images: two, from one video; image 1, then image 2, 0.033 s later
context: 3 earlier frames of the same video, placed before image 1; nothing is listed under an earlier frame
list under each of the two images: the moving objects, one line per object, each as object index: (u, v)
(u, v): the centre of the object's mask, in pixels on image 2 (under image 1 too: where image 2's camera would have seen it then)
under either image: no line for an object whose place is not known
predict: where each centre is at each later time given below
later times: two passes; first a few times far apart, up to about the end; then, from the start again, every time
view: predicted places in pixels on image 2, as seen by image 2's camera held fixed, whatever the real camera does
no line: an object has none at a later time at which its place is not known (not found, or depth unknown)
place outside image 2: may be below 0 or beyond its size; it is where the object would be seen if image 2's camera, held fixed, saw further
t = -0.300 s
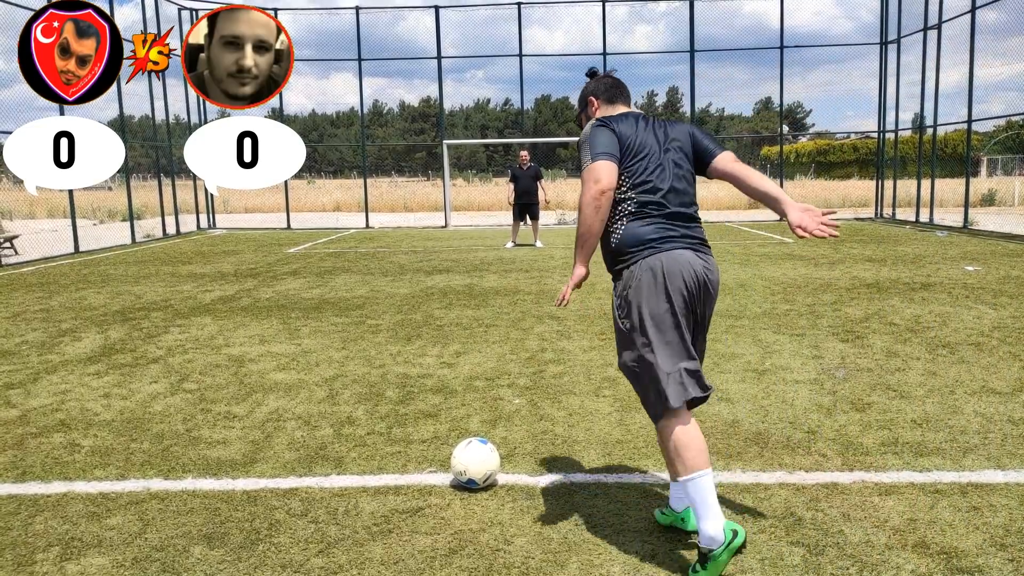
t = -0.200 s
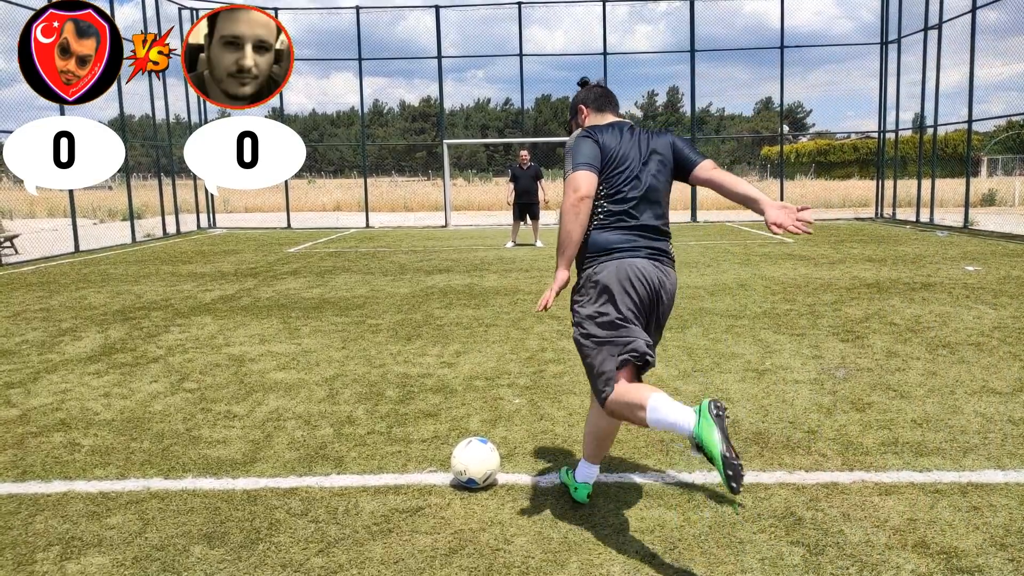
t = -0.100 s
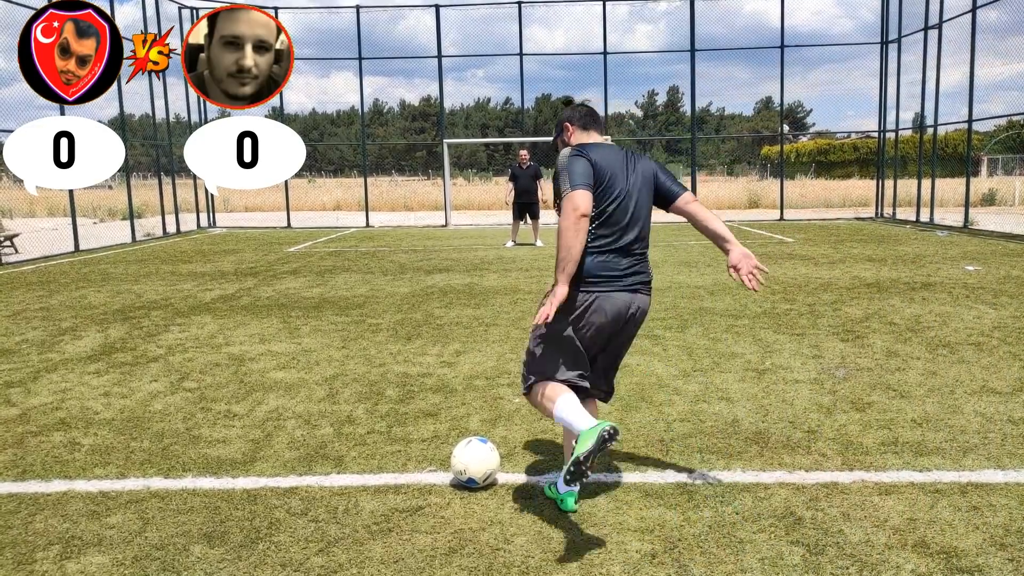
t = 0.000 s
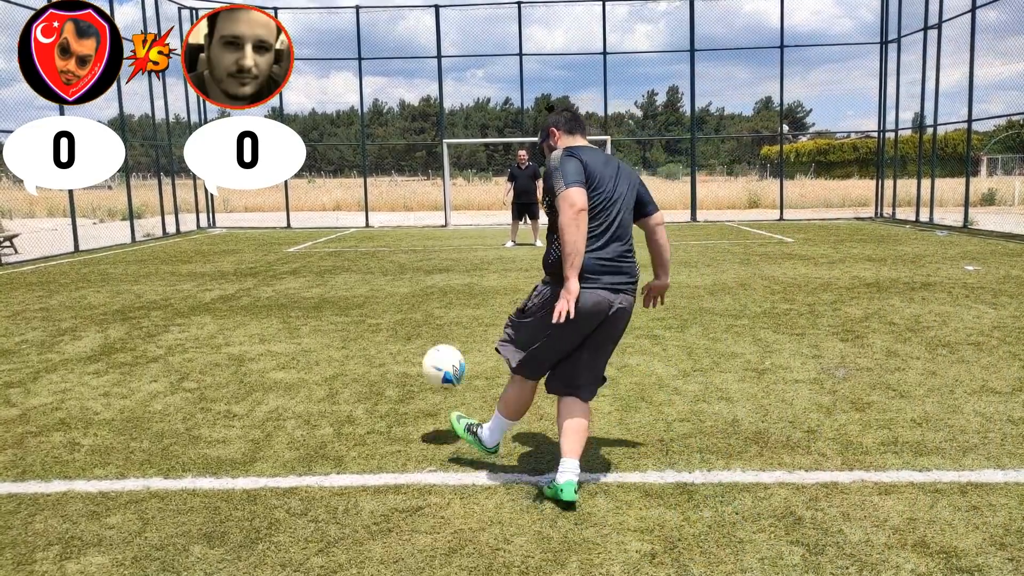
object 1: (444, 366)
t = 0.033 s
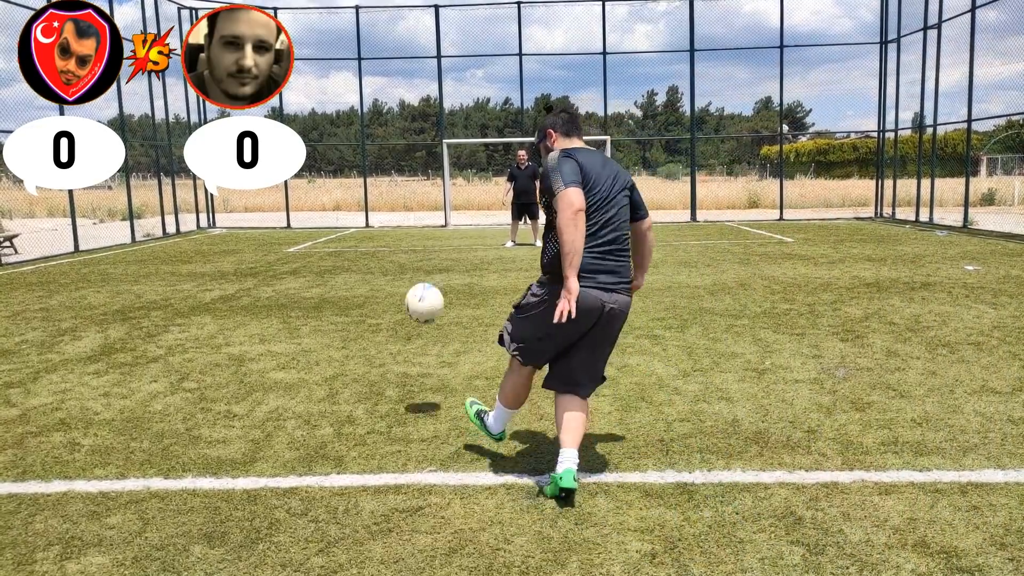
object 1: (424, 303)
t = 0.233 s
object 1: (370, 113)
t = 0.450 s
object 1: (354, 52)
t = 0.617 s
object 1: (353, 42)
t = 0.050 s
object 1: (417, 276)
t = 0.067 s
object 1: (409, 252)
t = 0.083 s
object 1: (403, 230)
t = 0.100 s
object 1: (398, 213)
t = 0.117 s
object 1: (393, 196)
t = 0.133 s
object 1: (389, 180)
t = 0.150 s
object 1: (385, 166)
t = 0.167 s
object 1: (381, 154)
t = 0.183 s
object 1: (378, 141)
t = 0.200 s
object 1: (375, 131)
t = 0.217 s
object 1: (372, 122)
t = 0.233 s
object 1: (370, 113)
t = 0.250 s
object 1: (369, 105)
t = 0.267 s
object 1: (366, 98)
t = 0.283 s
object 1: (365, 92)
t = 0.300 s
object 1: (363, 86)
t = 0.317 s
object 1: (361, 80)
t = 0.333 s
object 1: (360, 75)
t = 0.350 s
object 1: (359, 71)
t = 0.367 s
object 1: (358, 67)
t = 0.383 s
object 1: (357, 63)
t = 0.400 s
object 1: (357, 59)
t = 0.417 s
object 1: (356, 57)
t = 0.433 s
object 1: (355, 54)
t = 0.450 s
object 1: (354, 52)
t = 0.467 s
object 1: (354, 50)
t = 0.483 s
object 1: (354, 48)
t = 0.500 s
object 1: (353, 47)
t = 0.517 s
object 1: (353, 46)
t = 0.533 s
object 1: (353, 44)
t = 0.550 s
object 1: (353, 44)
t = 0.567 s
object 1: (353, 43)
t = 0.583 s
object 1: (353, 42)
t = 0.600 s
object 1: (353, 42)
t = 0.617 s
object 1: (353, 42)
